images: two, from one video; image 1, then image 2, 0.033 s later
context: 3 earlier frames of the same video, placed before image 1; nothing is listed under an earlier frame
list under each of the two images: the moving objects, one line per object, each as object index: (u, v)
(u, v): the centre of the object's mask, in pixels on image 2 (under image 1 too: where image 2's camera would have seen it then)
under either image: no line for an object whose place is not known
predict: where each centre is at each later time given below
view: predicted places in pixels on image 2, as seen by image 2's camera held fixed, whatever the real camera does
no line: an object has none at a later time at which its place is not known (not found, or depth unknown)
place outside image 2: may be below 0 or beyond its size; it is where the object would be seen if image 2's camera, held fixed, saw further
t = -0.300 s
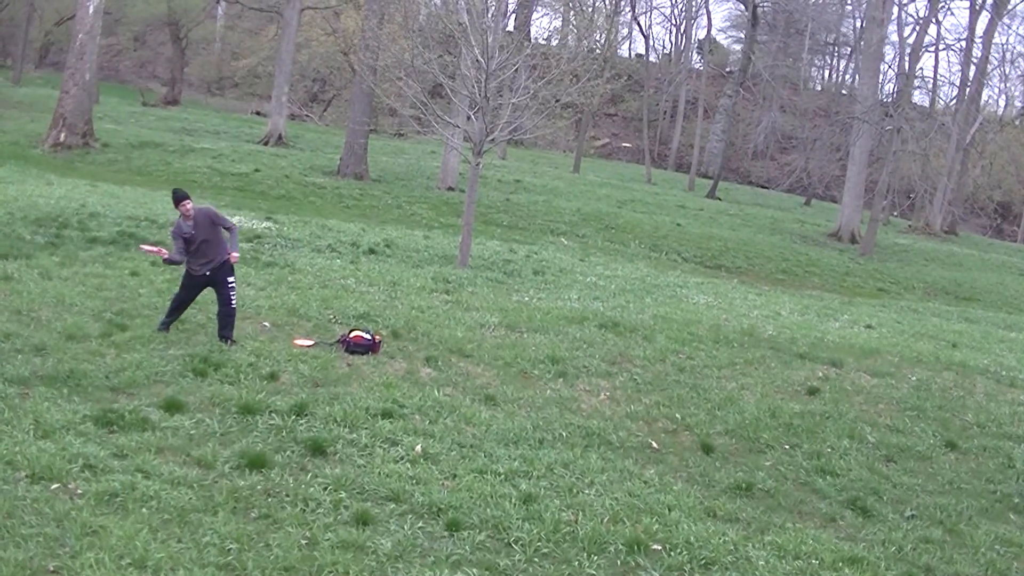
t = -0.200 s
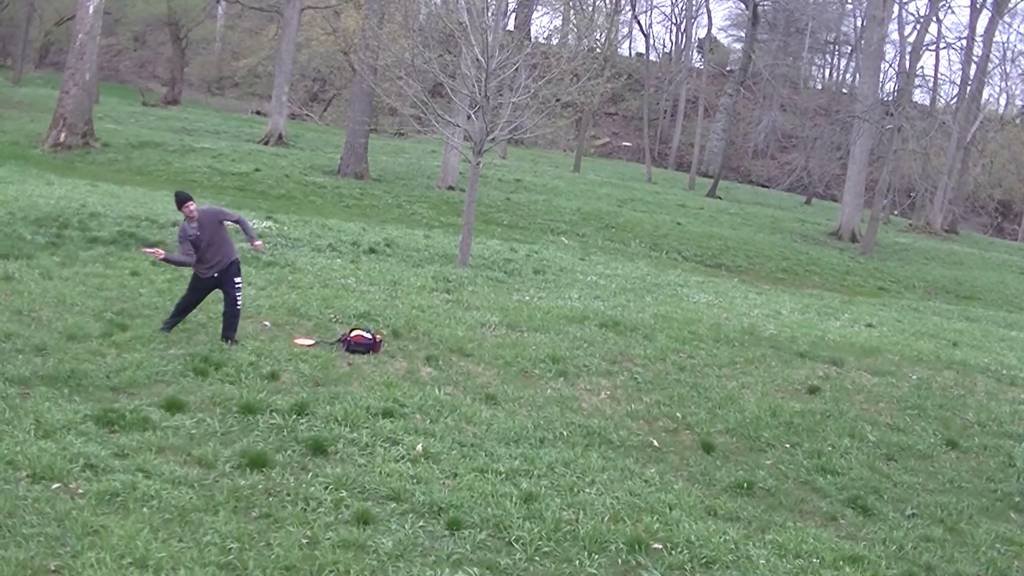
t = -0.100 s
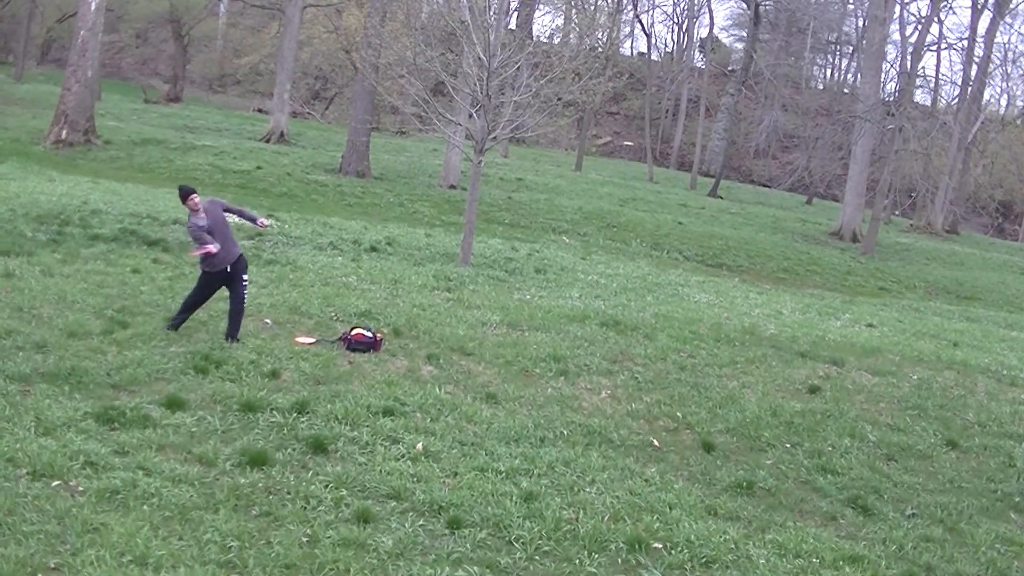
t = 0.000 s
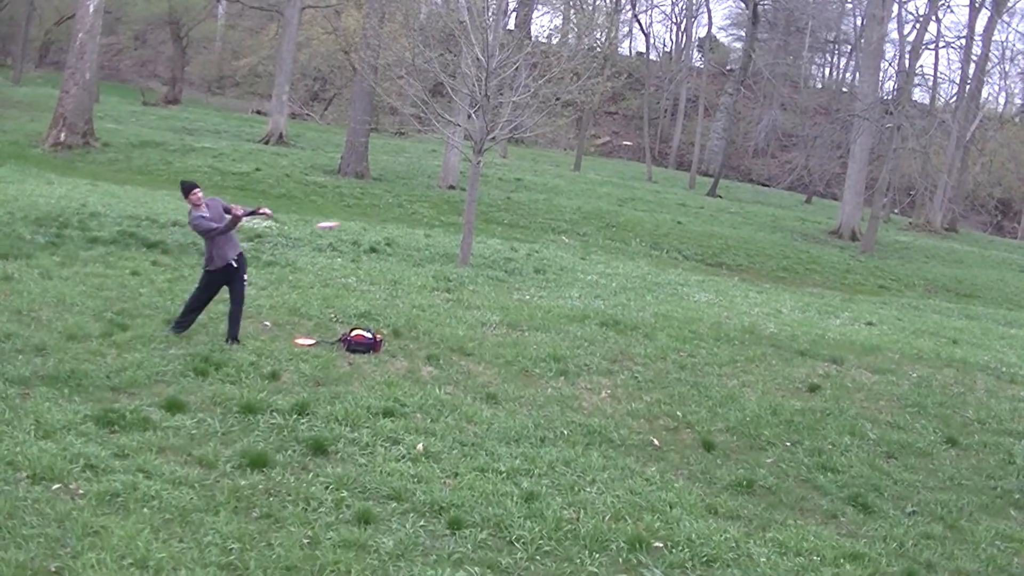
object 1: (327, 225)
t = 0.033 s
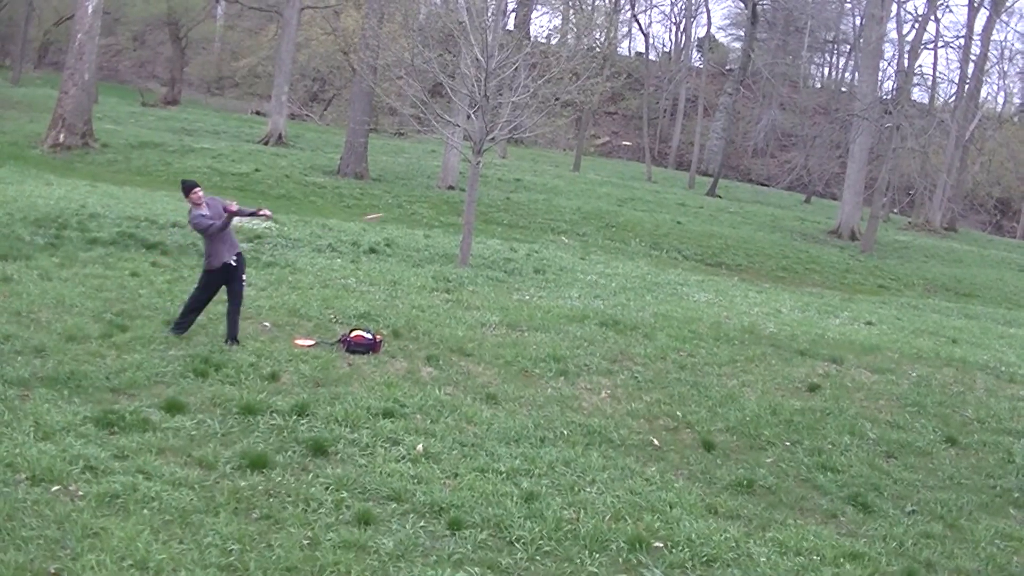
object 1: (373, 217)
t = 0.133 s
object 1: (515, 196)
